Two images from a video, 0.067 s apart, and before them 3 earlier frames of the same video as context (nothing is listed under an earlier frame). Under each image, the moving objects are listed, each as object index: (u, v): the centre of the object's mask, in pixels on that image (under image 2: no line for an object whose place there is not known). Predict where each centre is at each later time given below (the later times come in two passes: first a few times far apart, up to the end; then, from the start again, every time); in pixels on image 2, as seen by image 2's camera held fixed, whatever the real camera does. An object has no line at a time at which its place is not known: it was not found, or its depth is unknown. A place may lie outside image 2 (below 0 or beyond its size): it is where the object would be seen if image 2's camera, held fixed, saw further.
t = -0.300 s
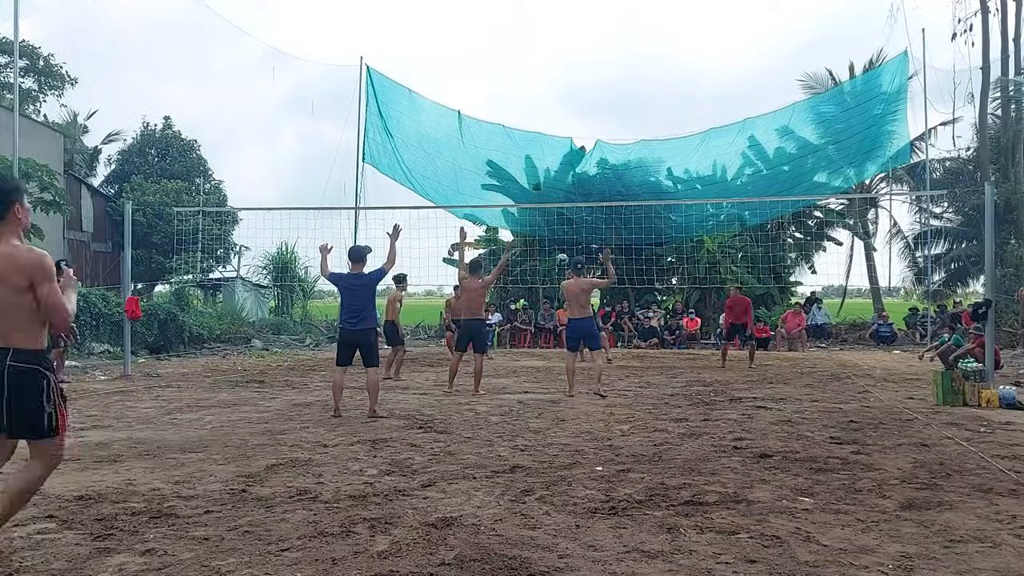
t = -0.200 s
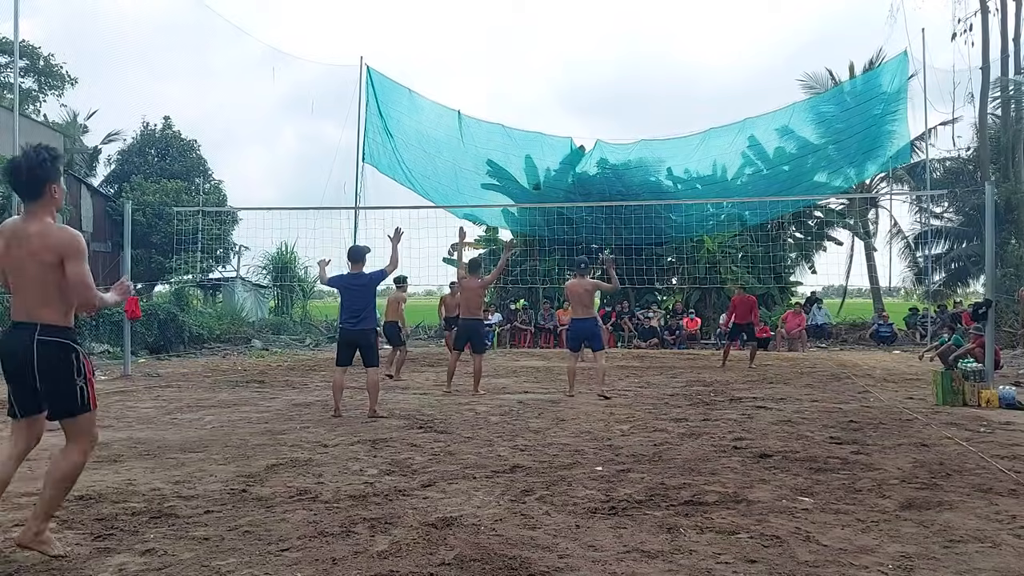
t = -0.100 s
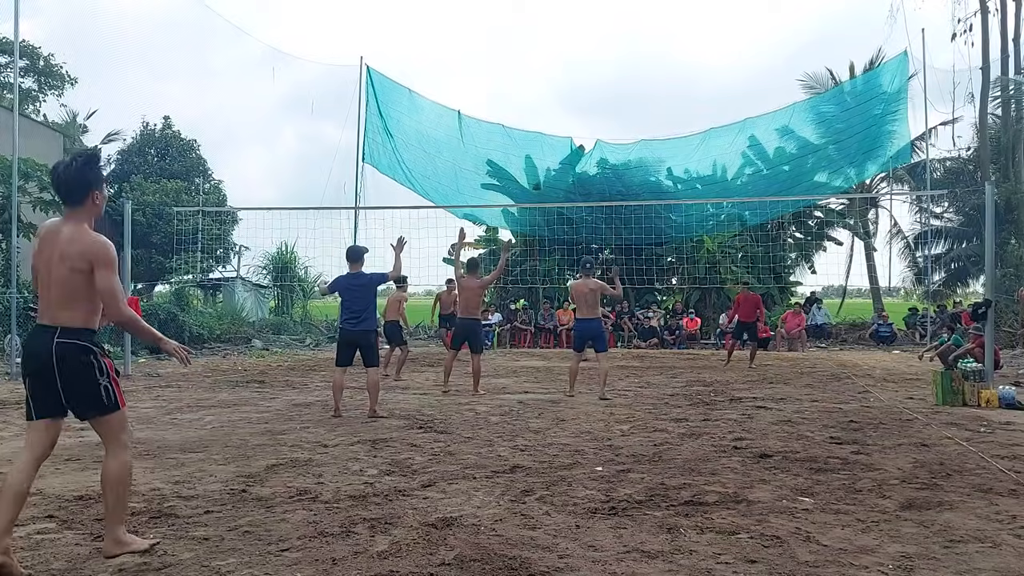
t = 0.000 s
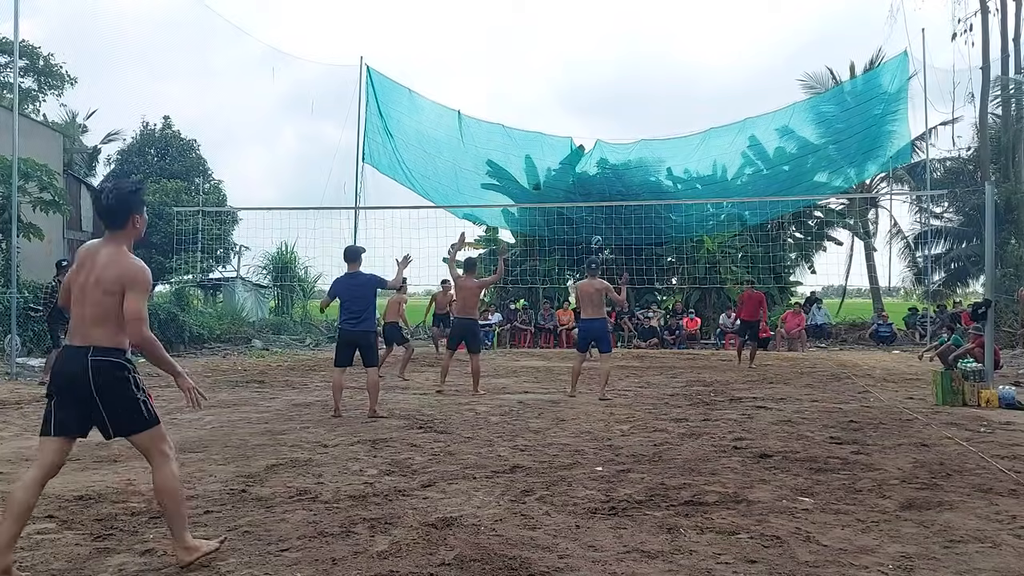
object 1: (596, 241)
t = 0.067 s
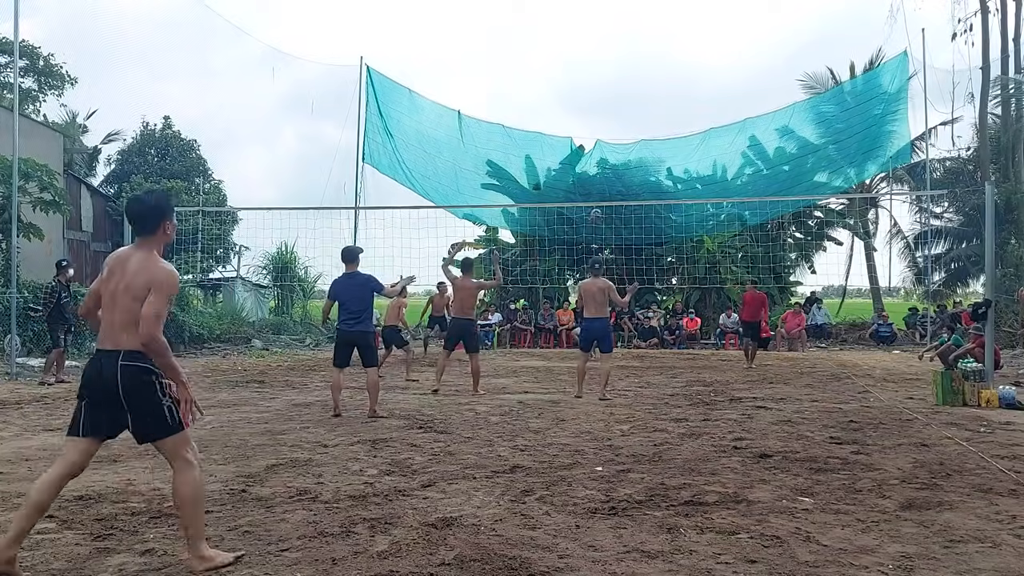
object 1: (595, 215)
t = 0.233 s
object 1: (592, 154)
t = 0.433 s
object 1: (590, 99)
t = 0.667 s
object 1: (586, 58)
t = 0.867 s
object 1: (582, 46)
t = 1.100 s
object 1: (577, 60)
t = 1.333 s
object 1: (572, 105)
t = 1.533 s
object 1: (567, 169)
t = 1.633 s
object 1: (565, 210)
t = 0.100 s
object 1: (595, 199)
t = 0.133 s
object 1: (594, 188)
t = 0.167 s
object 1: (594, 176)
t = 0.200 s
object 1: (593, 165)
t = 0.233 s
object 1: (592, 154)
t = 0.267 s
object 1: (592, 144)
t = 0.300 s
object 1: (592, 134)
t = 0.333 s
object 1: (591, 124)
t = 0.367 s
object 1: (591, 115)
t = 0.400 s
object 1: (590, 107)
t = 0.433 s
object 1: (590, 99)
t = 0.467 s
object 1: (589, 91)
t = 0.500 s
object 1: (589, 84)
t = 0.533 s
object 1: (588, 78)
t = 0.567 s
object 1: (587, 72)
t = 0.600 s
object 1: (587, 67)
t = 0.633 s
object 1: (586, 62)
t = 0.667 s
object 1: (586, 58)
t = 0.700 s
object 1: (585, 55)
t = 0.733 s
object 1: (584, 52)
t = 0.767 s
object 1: (584, 49)
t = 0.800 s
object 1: (583, 48)
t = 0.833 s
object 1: (582, 46)
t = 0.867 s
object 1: (582, 46)
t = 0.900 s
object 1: (581, 46)
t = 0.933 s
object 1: (580, 46)
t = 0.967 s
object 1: (580, 48)
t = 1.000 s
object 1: (579, 49)
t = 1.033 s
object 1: (578, 52)
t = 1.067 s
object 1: (578, 55)
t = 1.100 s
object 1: (577, 60)
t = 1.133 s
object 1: (576, 64)
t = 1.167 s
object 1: (576, 69)
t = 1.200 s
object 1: (575, 75)
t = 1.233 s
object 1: (574, 82)
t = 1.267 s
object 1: (573, 89)
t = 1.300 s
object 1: (573, 96)
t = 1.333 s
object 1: (572, 105)
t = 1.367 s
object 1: (571, 114)
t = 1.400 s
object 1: (570, 124)
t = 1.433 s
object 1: (570, 134)
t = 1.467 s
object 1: (569, 145)
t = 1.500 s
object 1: (567, 158)
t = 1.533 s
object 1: (567, 169)
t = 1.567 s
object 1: (567, 183)
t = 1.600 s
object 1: (566, 196)
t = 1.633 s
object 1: (565, 210)
